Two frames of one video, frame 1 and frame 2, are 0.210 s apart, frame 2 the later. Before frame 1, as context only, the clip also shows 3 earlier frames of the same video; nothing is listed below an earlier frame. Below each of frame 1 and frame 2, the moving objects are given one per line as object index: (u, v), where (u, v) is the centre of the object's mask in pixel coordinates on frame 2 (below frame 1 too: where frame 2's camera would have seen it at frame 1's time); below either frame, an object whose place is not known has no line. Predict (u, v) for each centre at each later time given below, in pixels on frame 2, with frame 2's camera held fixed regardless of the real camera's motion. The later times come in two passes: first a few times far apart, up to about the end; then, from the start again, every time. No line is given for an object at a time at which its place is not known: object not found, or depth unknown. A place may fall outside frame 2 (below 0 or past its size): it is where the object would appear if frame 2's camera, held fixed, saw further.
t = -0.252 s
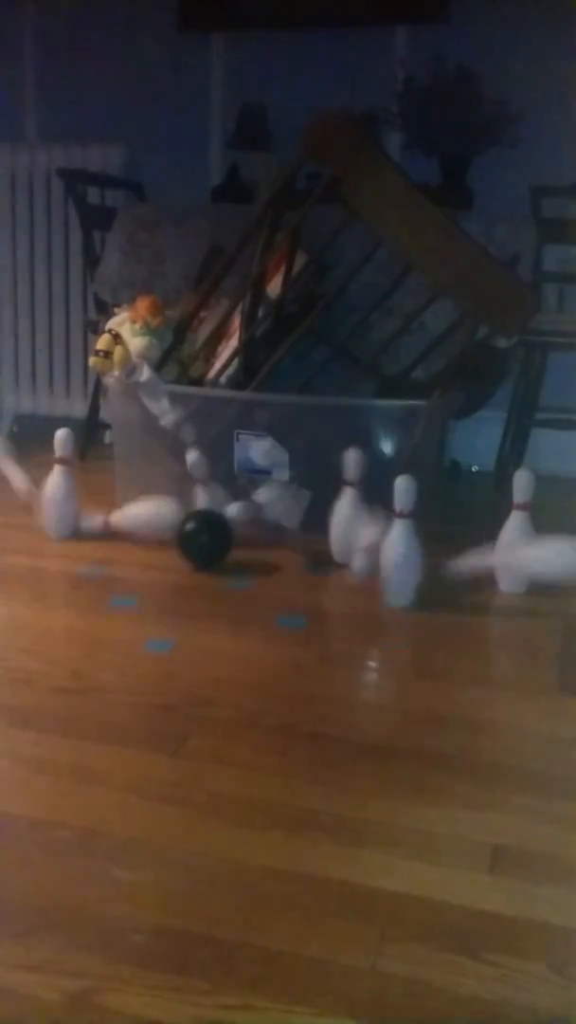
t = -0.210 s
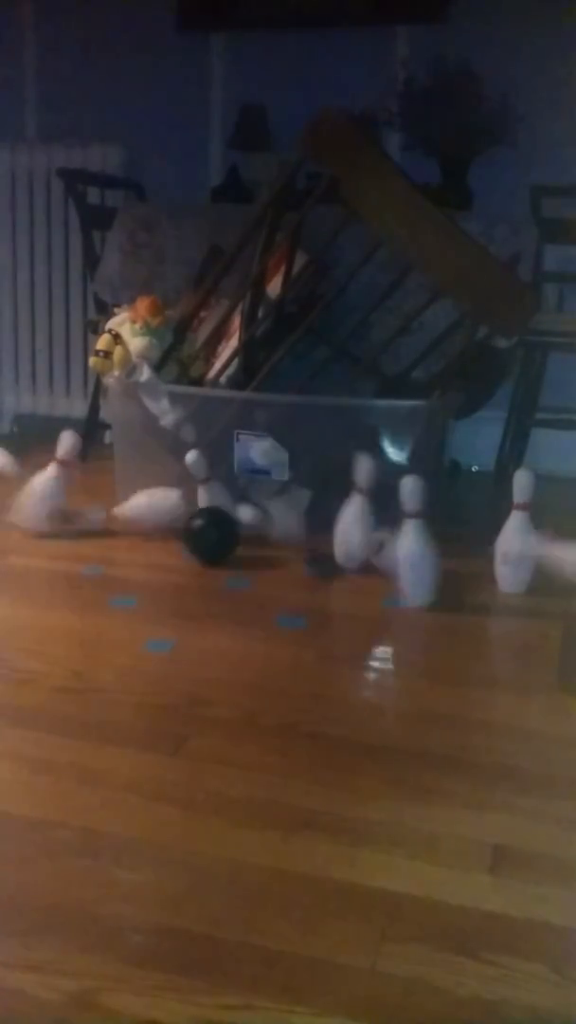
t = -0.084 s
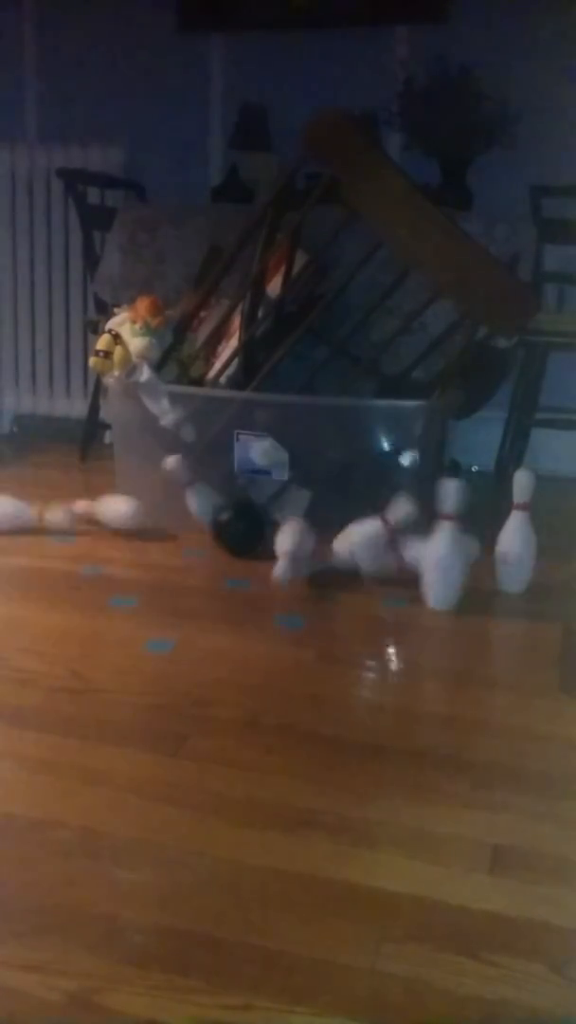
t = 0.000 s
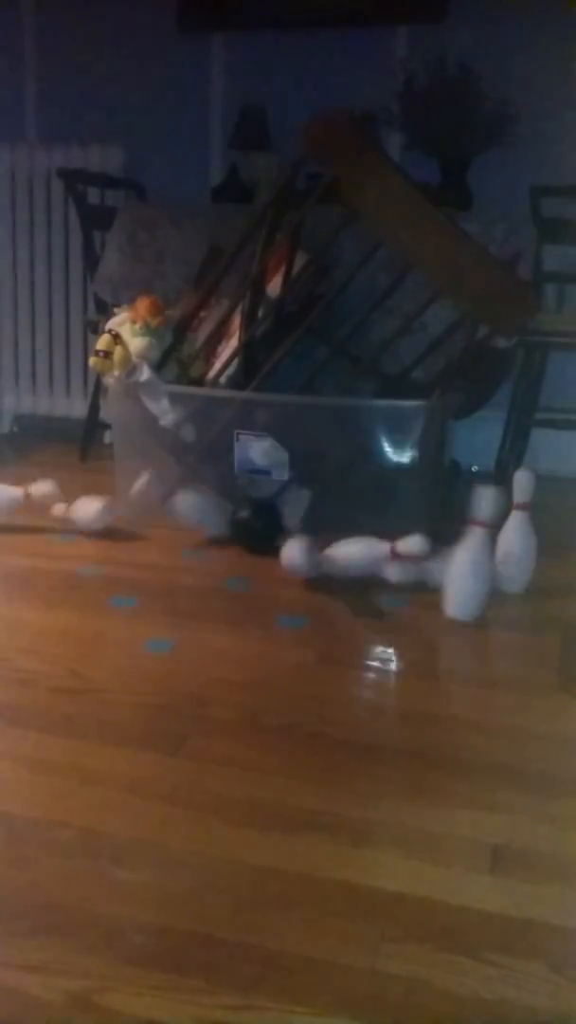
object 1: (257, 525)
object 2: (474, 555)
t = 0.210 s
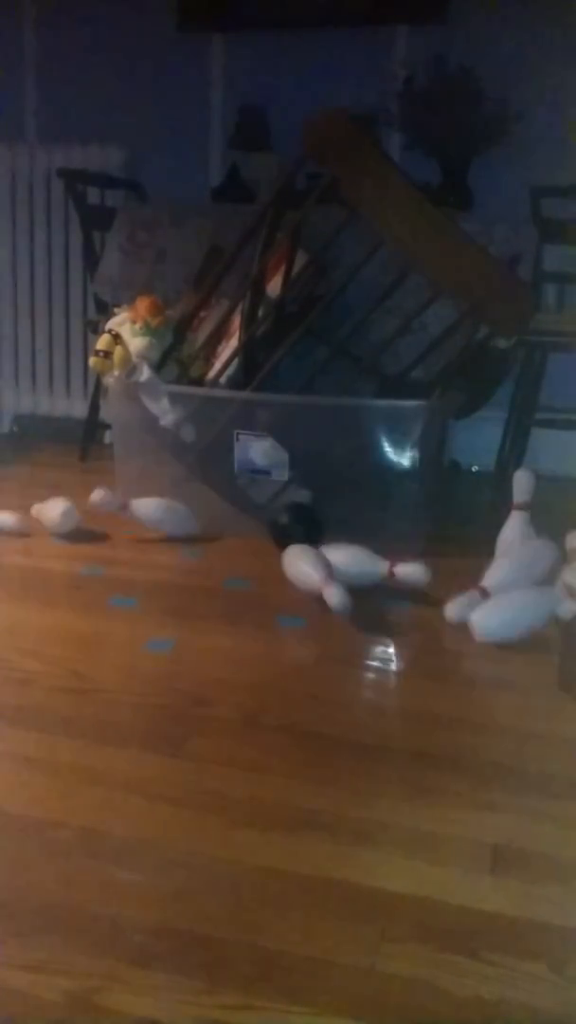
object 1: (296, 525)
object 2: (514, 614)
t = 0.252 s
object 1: (306, 527)
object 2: (522, 620)
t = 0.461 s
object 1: (338, 533)
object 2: (535, 638)
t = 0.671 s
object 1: (364, 546)
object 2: (544, 638)
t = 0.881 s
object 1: (394, 558)
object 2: (543, 636)
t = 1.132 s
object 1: (408, 568)
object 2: (548, 644)
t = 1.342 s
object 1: (420, 578)
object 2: (548, 644)
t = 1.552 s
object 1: (426, 592)
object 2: (548, 644)
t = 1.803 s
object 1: (410, 601)
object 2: (550, 647)
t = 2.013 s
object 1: (400, 607)
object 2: (553, 649)
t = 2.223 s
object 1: (401, 611)
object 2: (554, 651)
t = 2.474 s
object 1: (395, 610)
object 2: (554, 650)
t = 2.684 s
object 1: (388, 607)
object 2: (553, 650)
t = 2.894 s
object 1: (387, 608)
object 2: (553, 650)
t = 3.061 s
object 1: (391, 611)
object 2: (553, 650)
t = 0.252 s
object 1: (306, 527)
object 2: (522, 620)
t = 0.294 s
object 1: (312, 529)
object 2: (524, 627)
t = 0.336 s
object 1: (320, 529)
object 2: (528, 628)
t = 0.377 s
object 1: (325, 530)
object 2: (532, 632)
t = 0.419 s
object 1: (330, 530)
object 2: (538, 637)
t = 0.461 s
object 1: (338, 533)
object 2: (535, 638)
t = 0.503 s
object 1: (343, 534)
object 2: (535, 641)
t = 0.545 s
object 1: (348, 537)
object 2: (546, 645)
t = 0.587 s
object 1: (353, 539)
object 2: (551, 651)
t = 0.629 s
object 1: (358, 542)
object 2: (540, 645)
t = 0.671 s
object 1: (364, 546)
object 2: (544, 638)
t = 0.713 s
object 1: (369, 549)
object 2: (543, 638)
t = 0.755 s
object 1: (377, 552)
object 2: (547, 640)
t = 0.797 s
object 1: (383, 554)
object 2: (544, 637)
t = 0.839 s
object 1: (389, 557)
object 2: (543, 636)
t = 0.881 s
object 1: (394, 558)
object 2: (543, 636)
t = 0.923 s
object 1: (398, 561)
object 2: (543, 637)
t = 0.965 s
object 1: (402, 562)
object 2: (547, 643)
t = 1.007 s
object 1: (404, 564)
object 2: (547, 643)
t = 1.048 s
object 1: (406, 566)
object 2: (547, 643)
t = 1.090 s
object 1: (407, 567)
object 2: (547, 643)
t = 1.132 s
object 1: (408, 568)
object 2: (548, 644)
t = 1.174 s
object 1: (410, 570)
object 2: (548, 644)
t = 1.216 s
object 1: (412, 571)
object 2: (548, 644)
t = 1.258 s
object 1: (415, 574)
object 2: (548, 644)
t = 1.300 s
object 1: (418, 576)
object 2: (548, 643)
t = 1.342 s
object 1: (420, 578)
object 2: (548, 644)
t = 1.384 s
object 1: (423, 582)
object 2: (548, 644)
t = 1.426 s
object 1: (424, 584)
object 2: (548, 644)
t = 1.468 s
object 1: (425, 587)
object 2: (549, 644)
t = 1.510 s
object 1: (426, 590)
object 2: (548, 644)
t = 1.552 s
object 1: (426, 592)
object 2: (548, 644)
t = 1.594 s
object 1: (425, 595)
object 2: (548, 645)
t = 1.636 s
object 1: (424, 597)
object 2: (549, 645)
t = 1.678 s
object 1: (421, 595)
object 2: (549, 645)
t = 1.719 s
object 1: (418, 596)
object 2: (549, 645)
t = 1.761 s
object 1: (413, 598)
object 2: (550, 646)
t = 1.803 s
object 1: (410, 601)
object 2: (550, 647)
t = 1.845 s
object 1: (408, 601)
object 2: (550, 647)
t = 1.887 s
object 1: (405, 603)
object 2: (551, 647)
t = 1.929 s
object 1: (402, 604)
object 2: (551, 647)
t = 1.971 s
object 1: (401, 605)
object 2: (552, 647)
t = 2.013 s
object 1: (400, 607)
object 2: (553, 649)
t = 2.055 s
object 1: (400, 608)
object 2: (553, 650)
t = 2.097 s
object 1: (400, 609)
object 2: (553, 650)
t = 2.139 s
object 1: (401, 610)
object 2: (553, 650)
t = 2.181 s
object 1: (401, 610)
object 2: (554, 651)
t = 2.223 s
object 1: (401, 611)
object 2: (554, 651)
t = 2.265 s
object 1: (400, 611)
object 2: (554, 651)
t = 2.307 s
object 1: (400, 611)
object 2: (554, 651)
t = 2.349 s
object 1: (400, 610)
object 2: (554, 651)
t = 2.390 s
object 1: (398, 610)
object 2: (554, 650)
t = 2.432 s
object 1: (397, 609)
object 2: (554, 650)
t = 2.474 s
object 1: (395, 610)
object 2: (554, 650)
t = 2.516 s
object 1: (393, 608)
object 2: (554, 651)
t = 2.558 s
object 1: (392, 608)
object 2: (554, 650)
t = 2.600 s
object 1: (390, 608)
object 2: (553, 650)
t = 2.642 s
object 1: (389, 607)
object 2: (553, 650)
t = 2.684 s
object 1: (388, 607)
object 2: (553, 650)
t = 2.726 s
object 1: (387, 607)
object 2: (553, 650)
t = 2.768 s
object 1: (387, 608)
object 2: (553, 650)
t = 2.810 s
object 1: (387, 608)
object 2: (553, 650)
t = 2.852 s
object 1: (387, 608)
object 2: (553, 650)
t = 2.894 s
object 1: (387, 608)
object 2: (553, 650)
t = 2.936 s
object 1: (387, 610)
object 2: (553, 650)
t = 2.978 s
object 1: (389, 609)
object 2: (554, 650)
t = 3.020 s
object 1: (390, 611)
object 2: (553, 650)
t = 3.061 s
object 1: (391, 611)
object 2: (553, 650)
